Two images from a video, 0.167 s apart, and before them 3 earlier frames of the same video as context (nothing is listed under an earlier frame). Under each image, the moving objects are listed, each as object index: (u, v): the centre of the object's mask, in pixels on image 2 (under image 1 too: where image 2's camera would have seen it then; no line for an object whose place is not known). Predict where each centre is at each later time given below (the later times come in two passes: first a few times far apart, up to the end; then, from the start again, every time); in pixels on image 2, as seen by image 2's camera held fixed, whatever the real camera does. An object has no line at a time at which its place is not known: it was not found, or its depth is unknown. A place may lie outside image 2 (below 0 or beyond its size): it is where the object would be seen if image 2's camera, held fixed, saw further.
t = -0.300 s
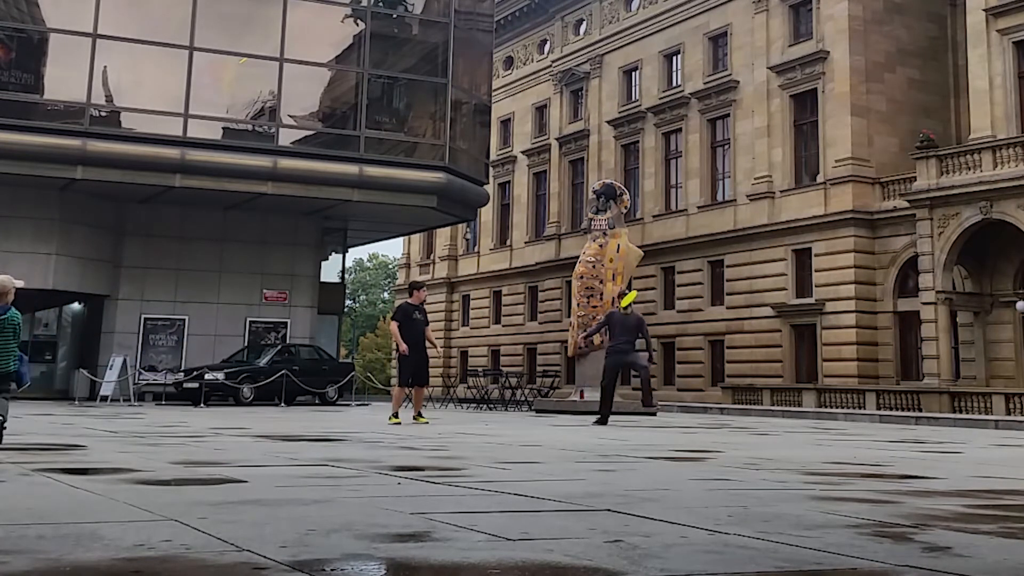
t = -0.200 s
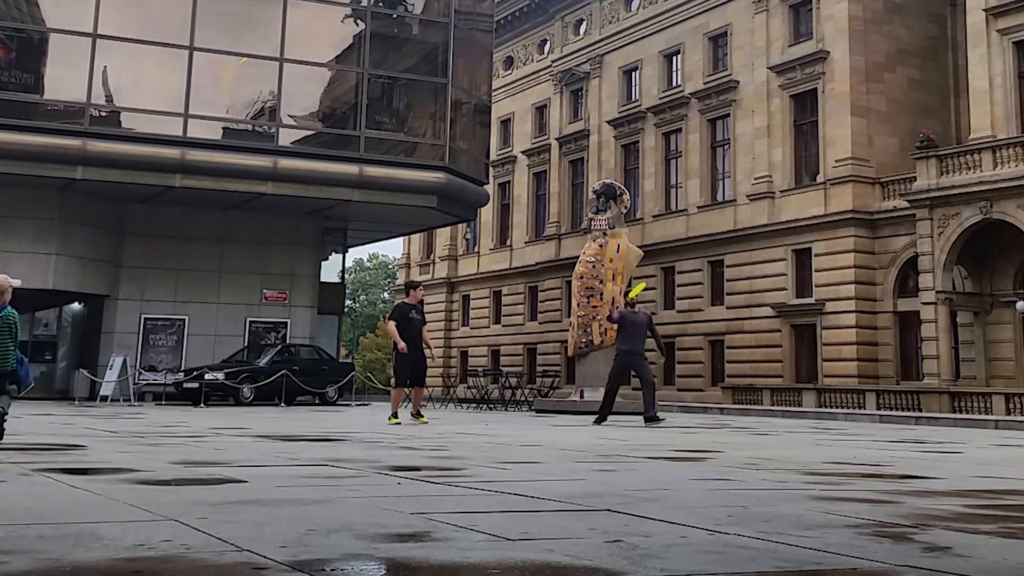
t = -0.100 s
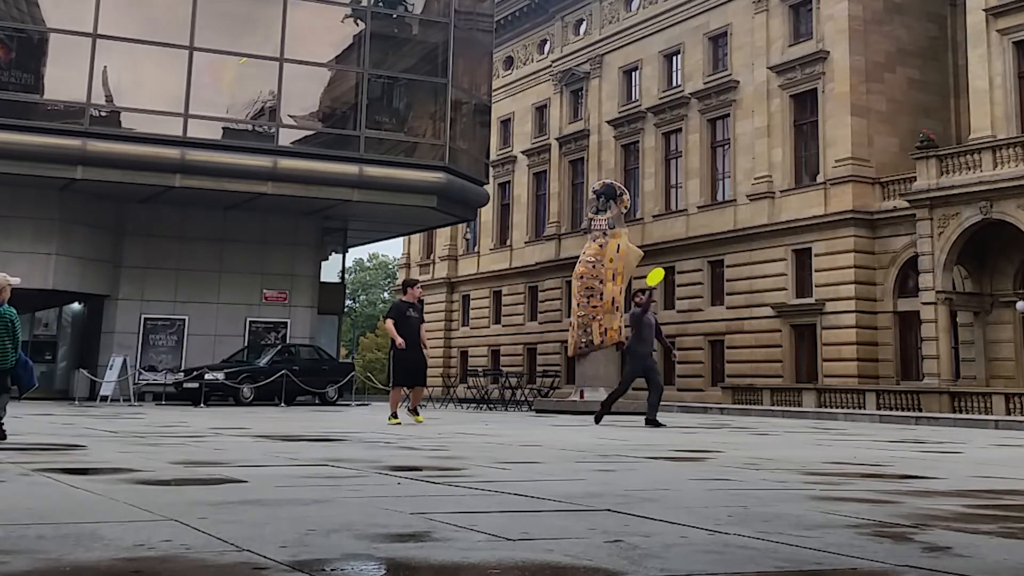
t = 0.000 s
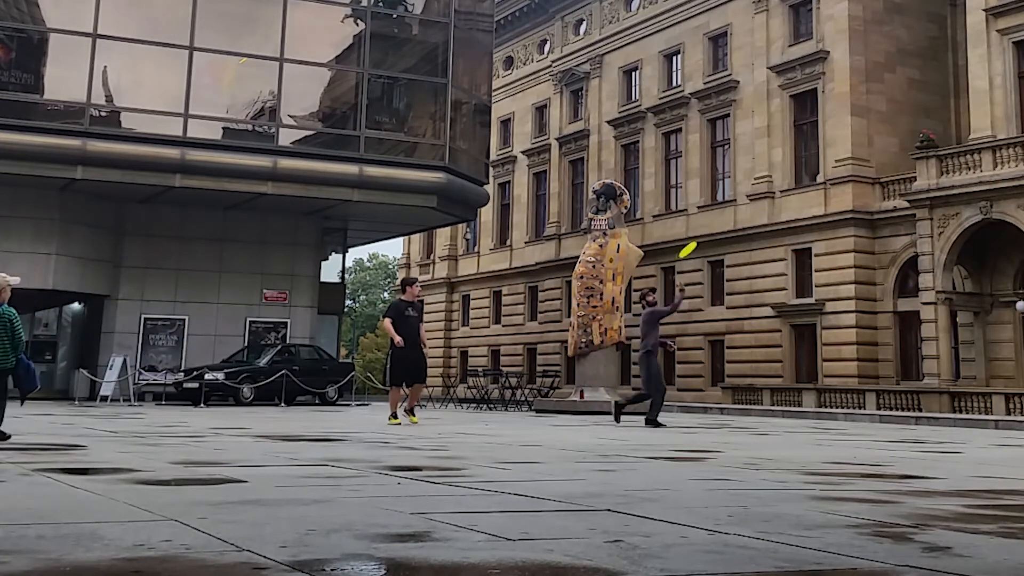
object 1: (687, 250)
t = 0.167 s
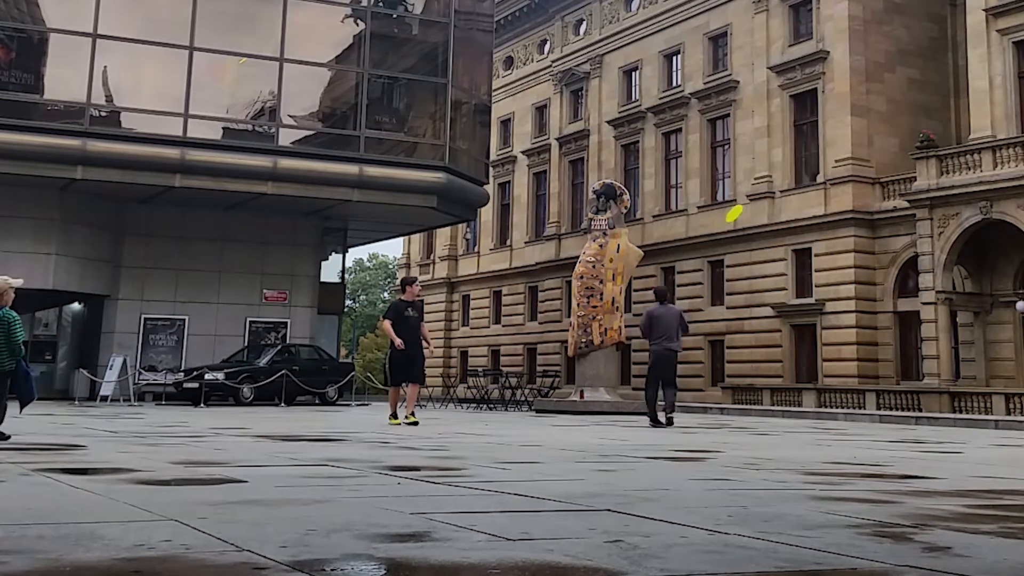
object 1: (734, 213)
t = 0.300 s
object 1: (765, 192)
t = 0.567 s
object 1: (810, 174)
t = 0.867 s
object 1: (844, 192)
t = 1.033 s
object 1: (855, 221)
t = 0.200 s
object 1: (742, 207)
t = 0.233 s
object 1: (750, 202)
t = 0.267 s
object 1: (757, 197)
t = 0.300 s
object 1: (765, 192)
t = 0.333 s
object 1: (771, 188)
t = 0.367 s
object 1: (778, 185)
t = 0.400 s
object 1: (784, 182)
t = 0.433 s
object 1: (790, 179)
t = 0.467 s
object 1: (796, 177)
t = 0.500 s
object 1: (801, 176)
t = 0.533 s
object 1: (806, 175)
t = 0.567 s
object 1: (810, 174)
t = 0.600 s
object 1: (815, 174)
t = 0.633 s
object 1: (819, 175)
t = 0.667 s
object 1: (823, 175)
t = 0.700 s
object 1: (827, 177)
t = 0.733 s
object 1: (831, 179)
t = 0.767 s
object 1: (834, 181)
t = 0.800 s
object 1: (838, 184)
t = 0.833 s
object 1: (841, 188)
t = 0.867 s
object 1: (844, 192)
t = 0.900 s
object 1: (847, 197)
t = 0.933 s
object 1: (849, 202)
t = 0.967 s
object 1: (851, 208)
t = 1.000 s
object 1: (853, 215)
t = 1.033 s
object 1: (855, 221)
